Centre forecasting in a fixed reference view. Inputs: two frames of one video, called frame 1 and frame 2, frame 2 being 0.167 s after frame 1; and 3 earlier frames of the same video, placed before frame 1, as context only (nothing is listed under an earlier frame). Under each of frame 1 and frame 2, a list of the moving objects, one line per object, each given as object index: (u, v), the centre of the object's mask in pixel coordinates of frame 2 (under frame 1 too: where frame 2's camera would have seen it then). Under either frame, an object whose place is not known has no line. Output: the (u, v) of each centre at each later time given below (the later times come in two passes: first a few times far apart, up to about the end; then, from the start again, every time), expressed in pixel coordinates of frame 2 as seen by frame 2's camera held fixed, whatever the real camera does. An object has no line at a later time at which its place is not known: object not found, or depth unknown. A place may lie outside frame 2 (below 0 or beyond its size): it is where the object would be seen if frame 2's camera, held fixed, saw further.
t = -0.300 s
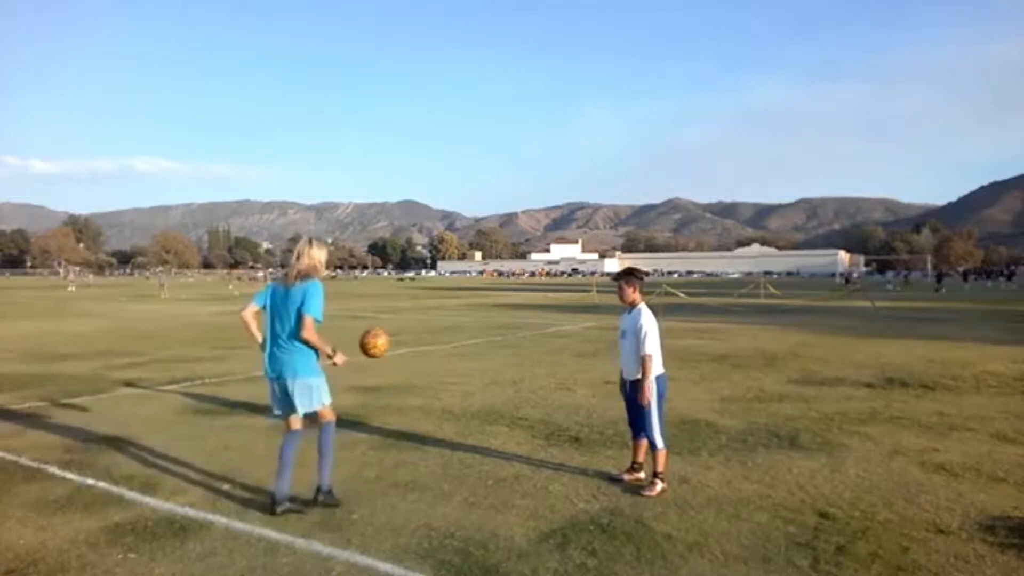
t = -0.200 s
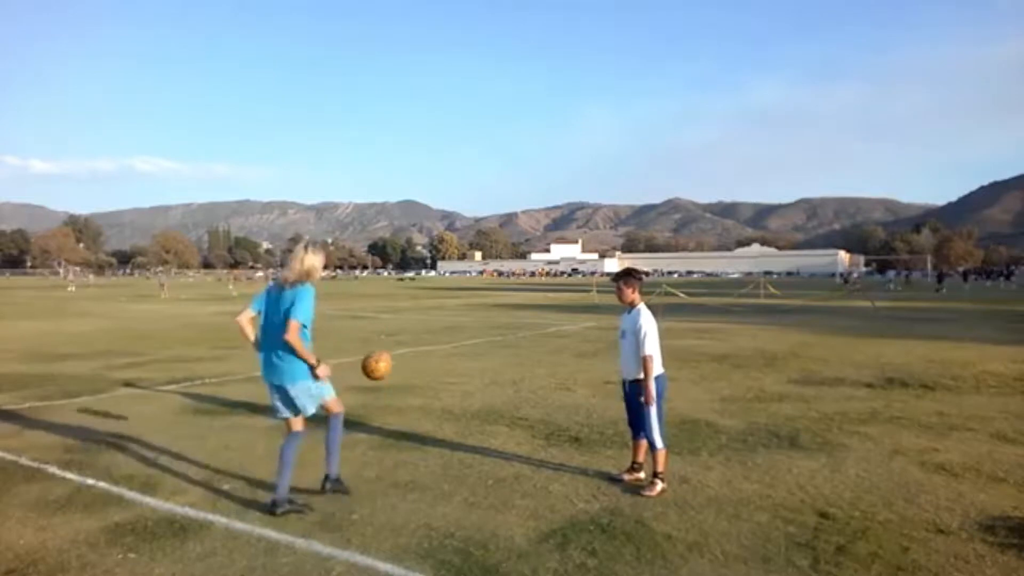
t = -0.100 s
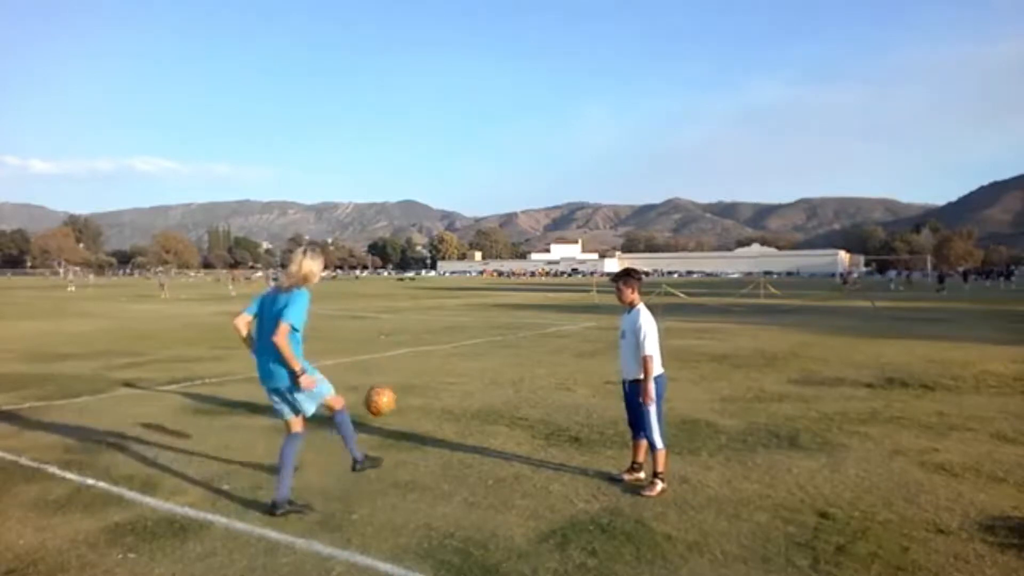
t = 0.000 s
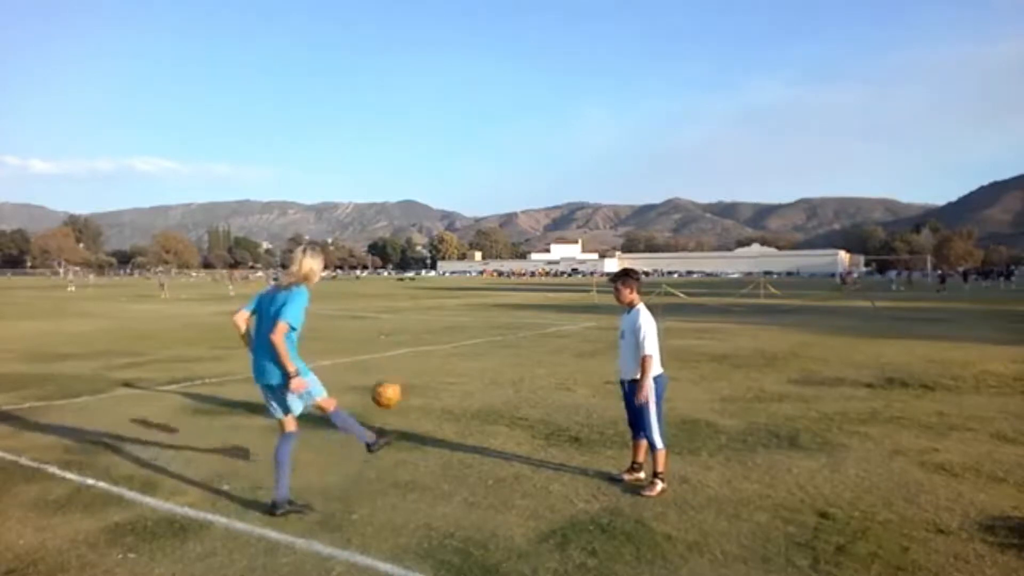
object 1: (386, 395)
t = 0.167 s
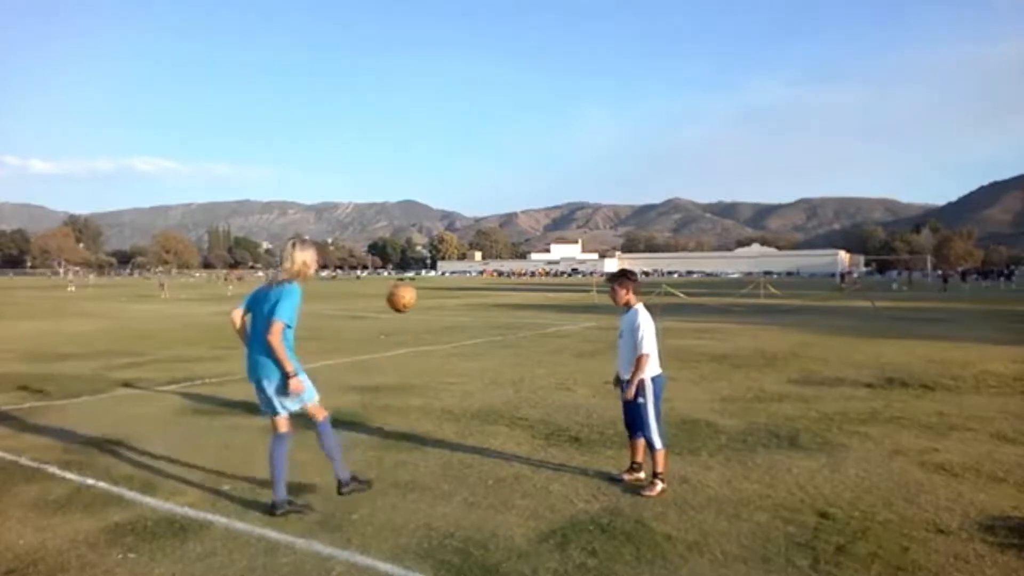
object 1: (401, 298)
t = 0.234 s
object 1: (408, 270)
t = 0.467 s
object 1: (429, 219)
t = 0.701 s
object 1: (450, 239)
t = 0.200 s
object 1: (405, 283)
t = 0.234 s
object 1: (408, 270)
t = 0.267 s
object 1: (412, 257)
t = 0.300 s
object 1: (415, 248)
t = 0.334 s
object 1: (418, 239)
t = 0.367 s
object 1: (420, 232)
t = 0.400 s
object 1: (423, 226)
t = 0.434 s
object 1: (426, 221)
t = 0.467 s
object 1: (429, 219)
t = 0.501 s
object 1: (431, 217)
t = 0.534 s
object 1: (434, 217)
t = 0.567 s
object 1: (438, 218)
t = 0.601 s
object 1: (440, 221)
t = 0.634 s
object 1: (443, 225)
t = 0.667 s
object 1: (447, 231)
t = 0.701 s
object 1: (450, 239)
